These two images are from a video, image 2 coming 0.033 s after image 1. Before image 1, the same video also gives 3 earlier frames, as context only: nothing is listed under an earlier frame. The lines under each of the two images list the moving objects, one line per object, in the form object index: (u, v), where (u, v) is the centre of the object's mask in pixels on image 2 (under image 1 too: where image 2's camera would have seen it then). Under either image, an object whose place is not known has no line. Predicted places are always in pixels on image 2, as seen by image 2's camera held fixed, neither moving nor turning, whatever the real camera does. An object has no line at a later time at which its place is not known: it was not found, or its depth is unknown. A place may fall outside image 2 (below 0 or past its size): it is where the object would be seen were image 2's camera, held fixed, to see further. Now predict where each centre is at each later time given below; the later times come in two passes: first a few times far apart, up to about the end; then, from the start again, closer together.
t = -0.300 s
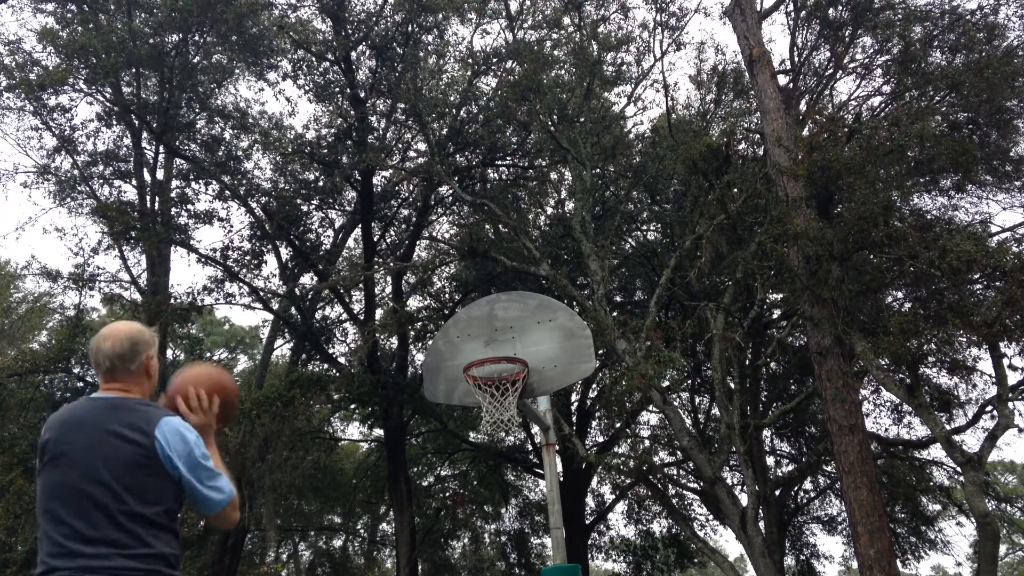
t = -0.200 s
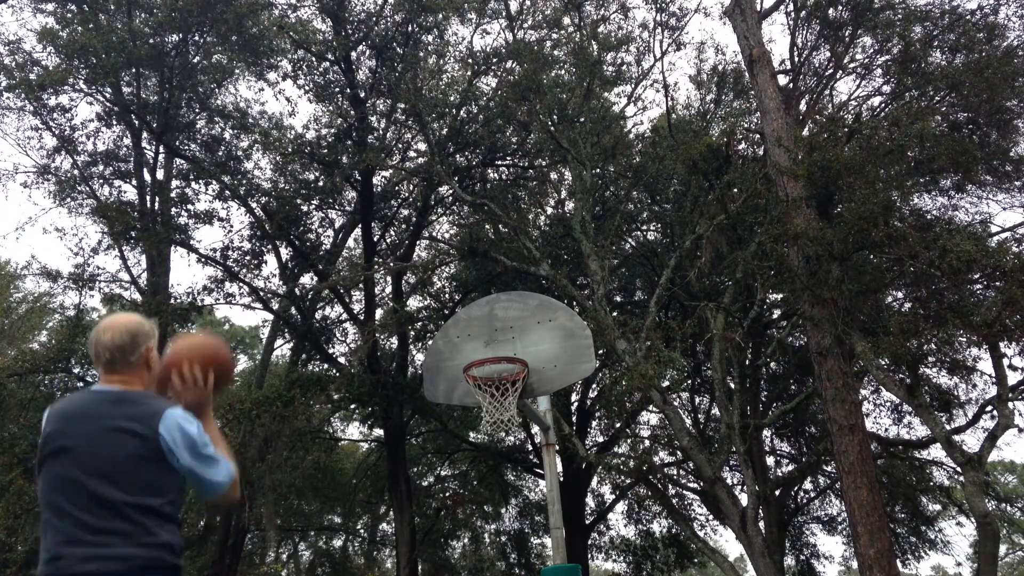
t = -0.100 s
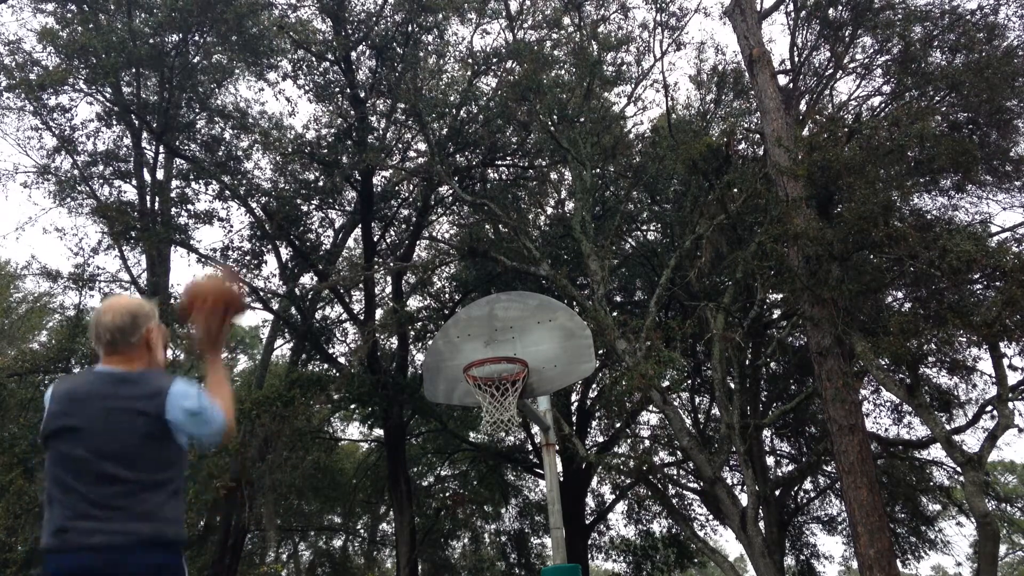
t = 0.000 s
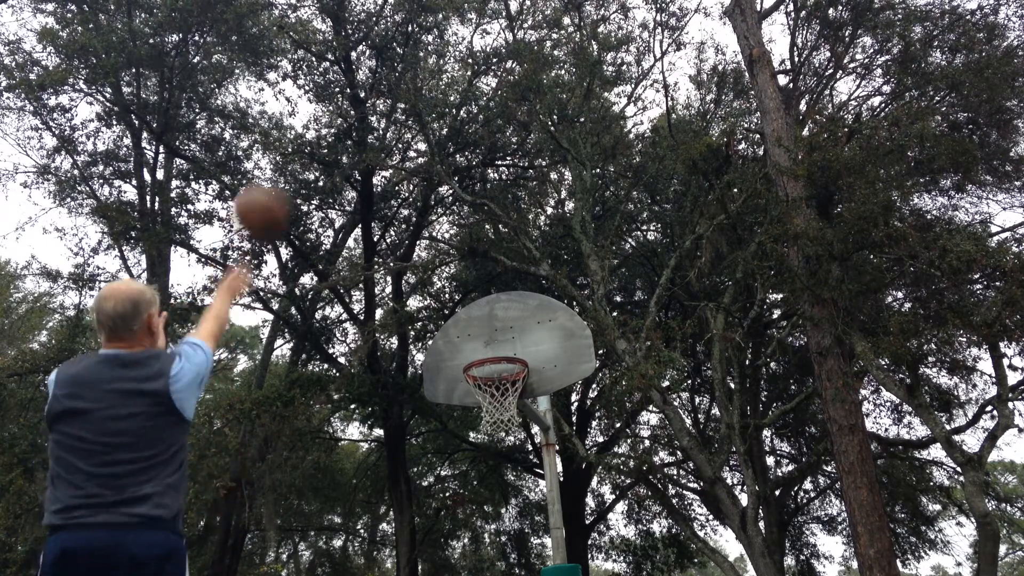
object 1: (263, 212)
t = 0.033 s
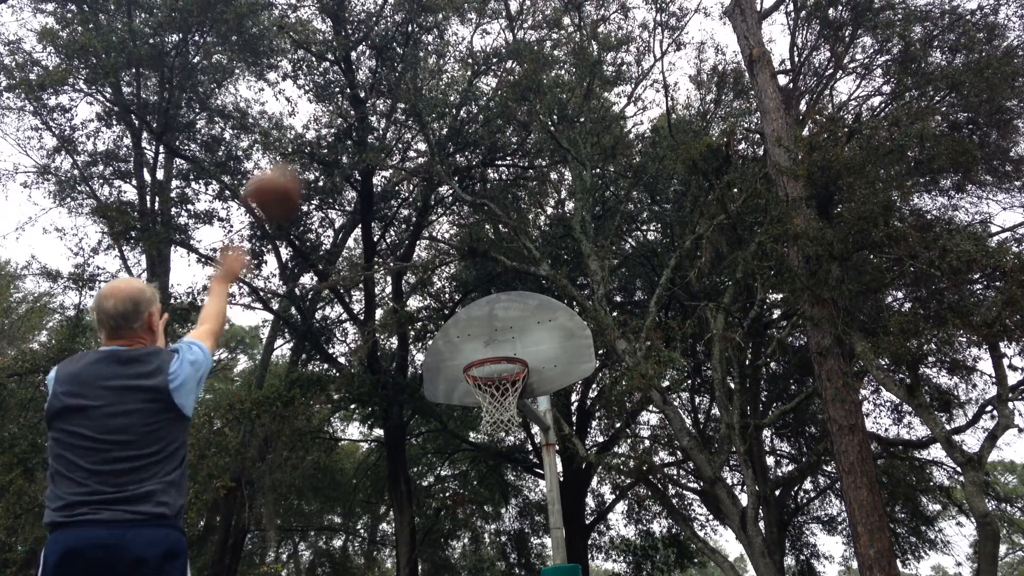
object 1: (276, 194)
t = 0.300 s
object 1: (363, 134)
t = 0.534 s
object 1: (419, 171)
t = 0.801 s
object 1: (473, 283)
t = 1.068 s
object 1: (504, 399)
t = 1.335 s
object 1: (495, 441)
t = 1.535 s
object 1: (493, 546)
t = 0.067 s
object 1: (291, 175)
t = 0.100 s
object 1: (301, 163)
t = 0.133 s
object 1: (313, 152)
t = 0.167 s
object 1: (324, 145)
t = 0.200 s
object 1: (336, 139)
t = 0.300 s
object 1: (363, 134)
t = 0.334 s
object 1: (371, 135)
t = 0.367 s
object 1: (379, 138)
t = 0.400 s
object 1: (388, 143)
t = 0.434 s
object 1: (395, 148)
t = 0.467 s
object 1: (404, 155)
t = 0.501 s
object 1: (412, 163)
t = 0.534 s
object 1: (419, 171)
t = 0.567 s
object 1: (425, 181)
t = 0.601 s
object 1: (432, 191)
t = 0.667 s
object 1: (446, 218)
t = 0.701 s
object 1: (455, 237)
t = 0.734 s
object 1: (460, 250)
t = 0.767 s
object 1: (466, 265)
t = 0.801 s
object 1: (473, 283)
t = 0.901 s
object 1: (491, 340)
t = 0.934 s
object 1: (499, 373)
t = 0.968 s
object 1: (503, 383)
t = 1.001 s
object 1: (504, 400)
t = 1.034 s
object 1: (505, 398)
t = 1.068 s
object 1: (504, 399)
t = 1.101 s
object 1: (503, 398)
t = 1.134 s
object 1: (501, 399)
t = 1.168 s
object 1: (500, 403)
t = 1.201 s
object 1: (499, 407)
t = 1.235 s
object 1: (498, 413)
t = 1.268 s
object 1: (497, 420)
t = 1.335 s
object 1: (495, 441)
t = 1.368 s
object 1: (494, 453)
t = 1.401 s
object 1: (494, 466)
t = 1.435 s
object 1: (493, 483)
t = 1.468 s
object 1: (493, 500)
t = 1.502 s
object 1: (493, 519)
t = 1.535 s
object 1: (493, 546)
